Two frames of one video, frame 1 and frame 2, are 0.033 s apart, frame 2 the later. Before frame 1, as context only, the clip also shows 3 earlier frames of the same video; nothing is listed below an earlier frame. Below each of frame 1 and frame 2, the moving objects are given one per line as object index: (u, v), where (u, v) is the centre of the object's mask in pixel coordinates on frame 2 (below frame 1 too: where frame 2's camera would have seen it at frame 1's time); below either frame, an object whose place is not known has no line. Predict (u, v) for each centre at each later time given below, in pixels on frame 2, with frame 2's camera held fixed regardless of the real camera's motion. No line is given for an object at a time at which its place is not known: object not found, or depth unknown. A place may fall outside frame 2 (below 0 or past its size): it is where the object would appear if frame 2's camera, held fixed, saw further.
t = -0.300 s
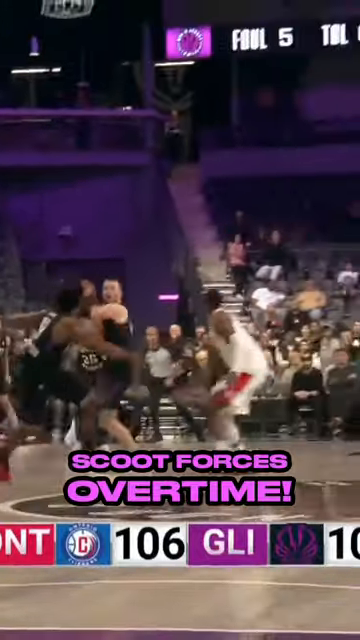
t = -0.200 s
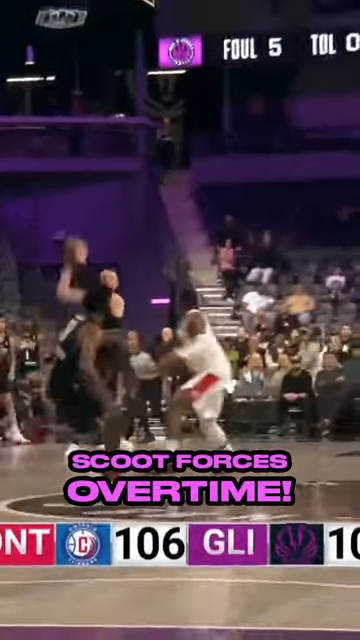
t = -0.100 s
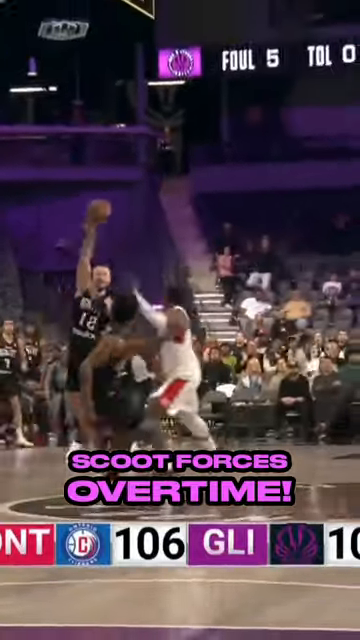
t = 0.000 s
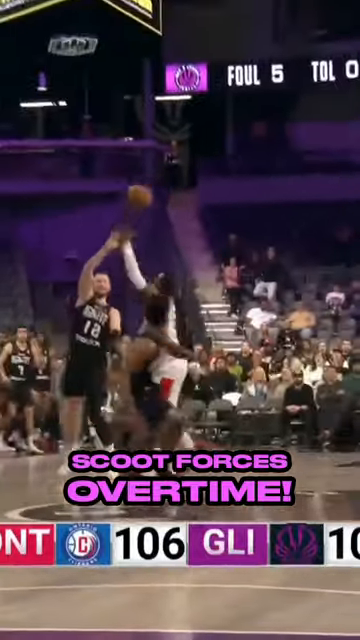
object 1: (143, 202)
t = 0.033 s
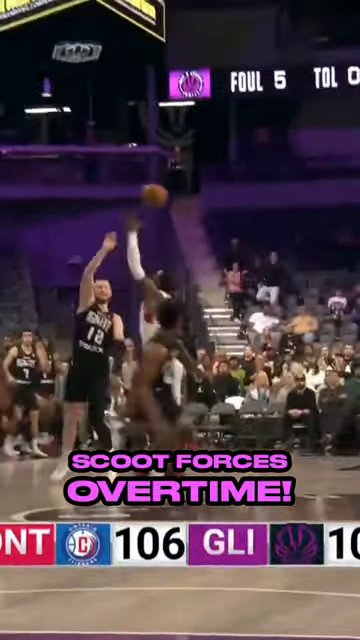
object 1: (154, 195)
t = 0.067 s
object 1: (164, 189)
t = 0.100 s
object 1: (176, 184)
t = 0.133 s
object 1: (189, 181)
